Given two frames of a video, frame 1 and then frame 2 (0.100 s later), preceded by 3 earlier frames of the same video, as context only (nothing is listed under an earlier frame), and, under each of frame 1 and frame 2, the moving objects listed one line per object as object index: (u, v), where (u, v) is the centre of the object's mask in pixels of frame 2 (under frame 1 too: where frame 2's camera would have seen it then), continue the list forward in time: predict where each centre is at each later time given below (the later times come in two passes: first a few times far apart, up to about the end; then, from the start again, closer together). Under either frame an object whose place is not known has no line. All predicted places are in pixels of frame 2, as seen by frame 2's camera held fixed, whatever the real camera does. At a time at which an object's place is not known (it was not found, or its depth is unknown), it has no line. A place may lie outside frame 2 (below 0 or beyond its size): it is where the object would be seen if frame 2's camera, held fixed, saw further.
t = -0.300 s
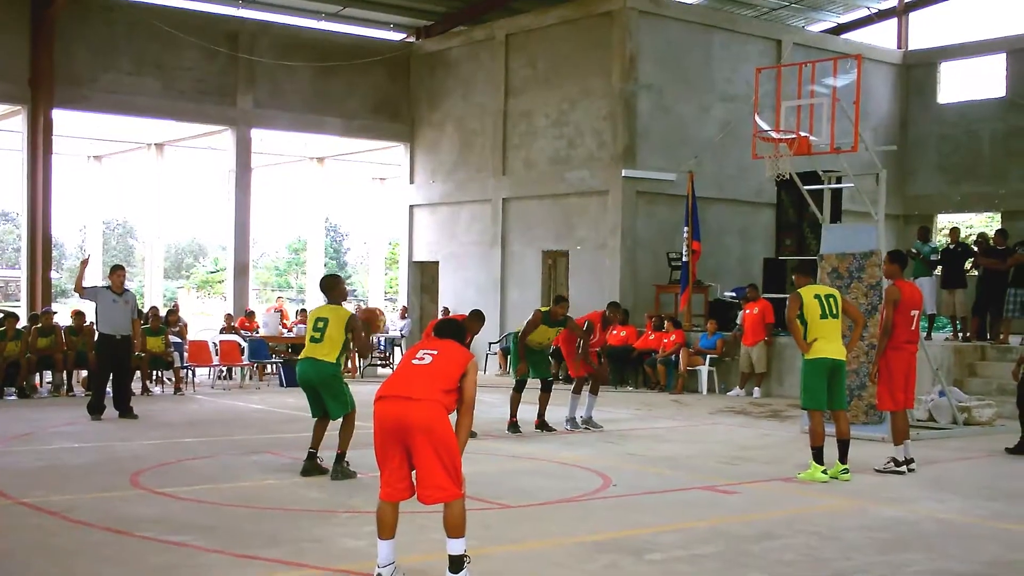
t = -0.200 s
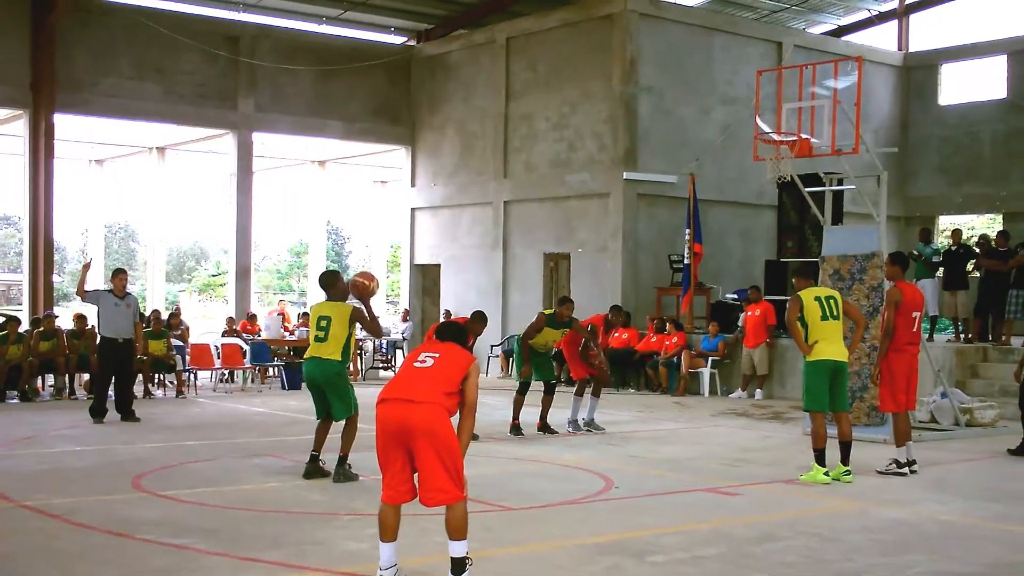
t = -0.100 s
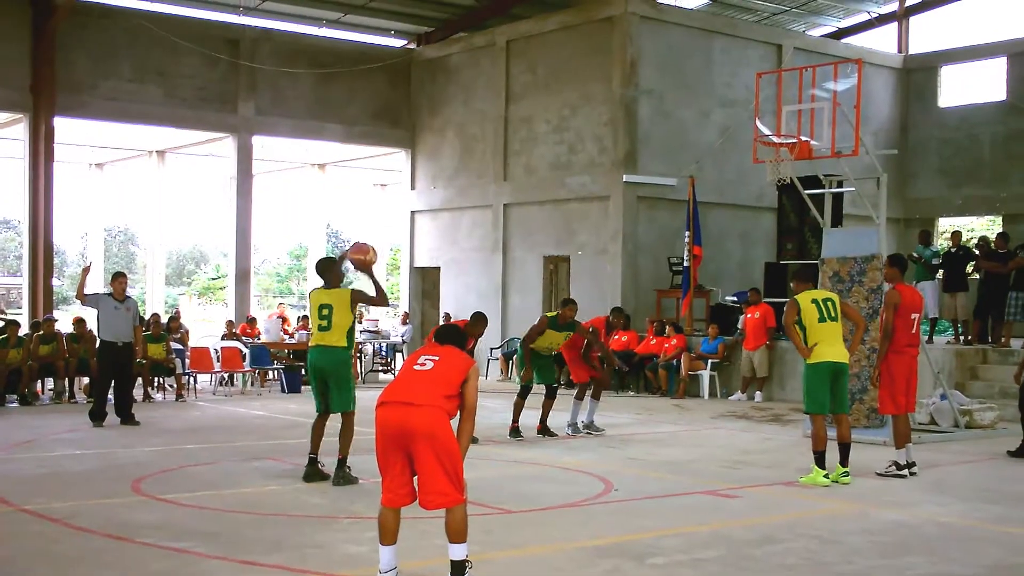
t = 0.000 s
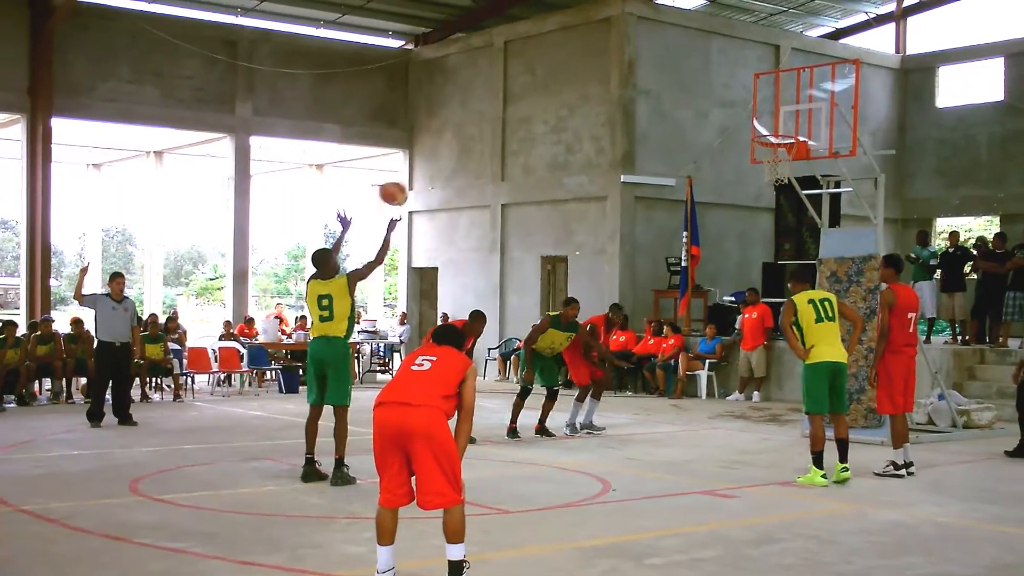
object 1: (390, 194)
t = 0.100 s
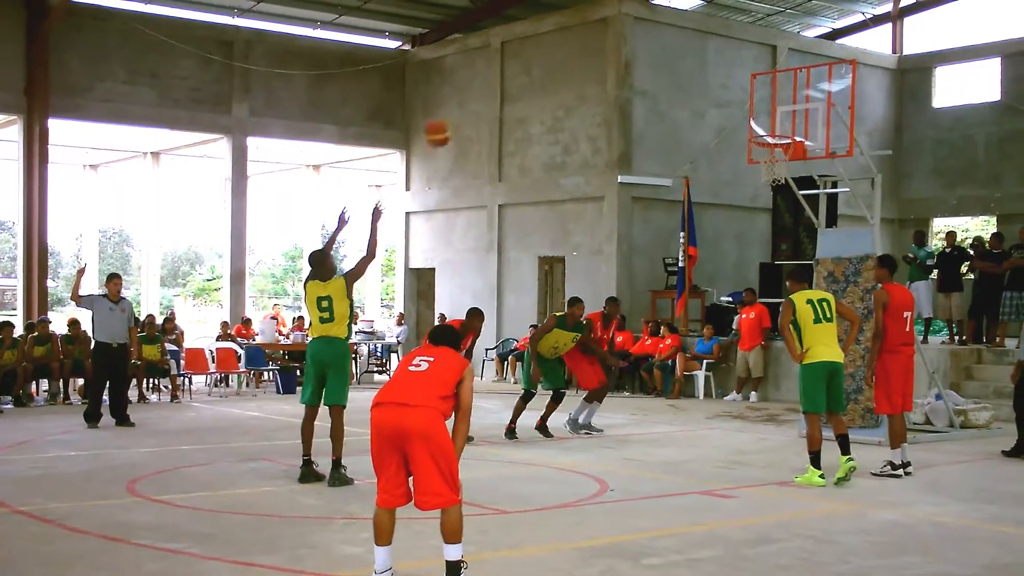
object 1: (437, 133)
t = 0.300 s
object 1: (524, 50)
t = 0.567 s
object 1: (627, 10)
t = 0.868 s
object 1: (732, 56)
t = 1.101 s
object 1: (794, 120)
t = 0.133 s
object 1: (452, 116)
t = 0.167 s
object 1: (467, 101)
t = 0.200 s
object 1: (480, 88)
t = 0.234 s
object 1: (494, 73)
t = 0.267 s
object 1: (508, 60)
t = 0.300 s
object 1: (524, 50)
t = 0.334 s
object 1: (536, 41)
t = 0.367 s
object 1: (551, 33)
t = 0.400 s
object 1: (564, 26)
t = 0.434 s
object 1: (577, 19)
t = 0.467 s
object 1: (589, 15)
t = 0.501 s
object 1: (601, 14)
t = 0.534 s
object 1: (614, 11)
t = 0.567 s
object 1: (627, 10)
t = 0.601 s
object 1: (640, 12)
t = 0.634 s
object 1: (652, 15)
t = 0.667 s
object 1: (664, 17)
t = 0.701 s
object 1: (676, 20)
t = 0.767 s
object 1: (699, 31)
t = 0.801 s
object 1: (709, 40)
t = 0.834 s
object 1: (721, 46)
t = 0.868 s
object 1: (732, 56)
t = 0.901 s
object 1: (742, 65)
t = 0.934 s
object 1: (753, 76)
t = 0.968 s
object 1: (761, 89)
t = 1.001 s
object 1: (774, 101)
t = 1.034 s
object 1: (783, 115)
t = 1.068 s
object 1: (793, 128)
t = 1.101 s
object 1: (794, 120)
